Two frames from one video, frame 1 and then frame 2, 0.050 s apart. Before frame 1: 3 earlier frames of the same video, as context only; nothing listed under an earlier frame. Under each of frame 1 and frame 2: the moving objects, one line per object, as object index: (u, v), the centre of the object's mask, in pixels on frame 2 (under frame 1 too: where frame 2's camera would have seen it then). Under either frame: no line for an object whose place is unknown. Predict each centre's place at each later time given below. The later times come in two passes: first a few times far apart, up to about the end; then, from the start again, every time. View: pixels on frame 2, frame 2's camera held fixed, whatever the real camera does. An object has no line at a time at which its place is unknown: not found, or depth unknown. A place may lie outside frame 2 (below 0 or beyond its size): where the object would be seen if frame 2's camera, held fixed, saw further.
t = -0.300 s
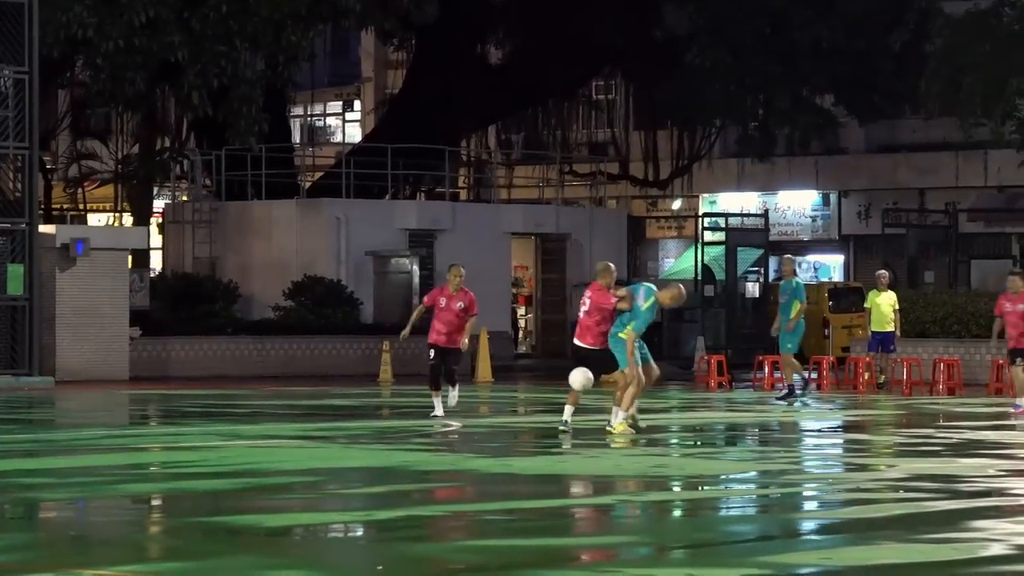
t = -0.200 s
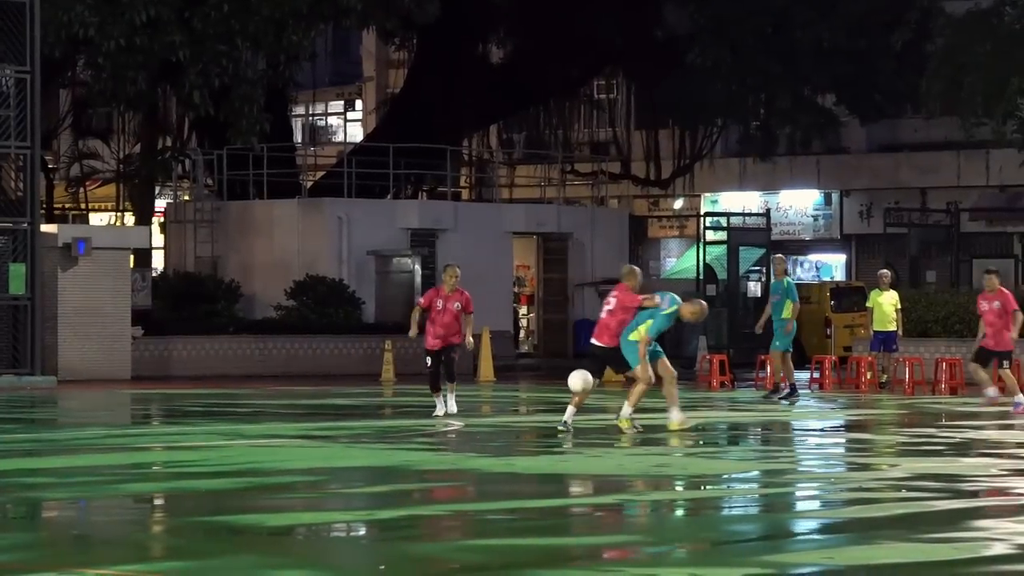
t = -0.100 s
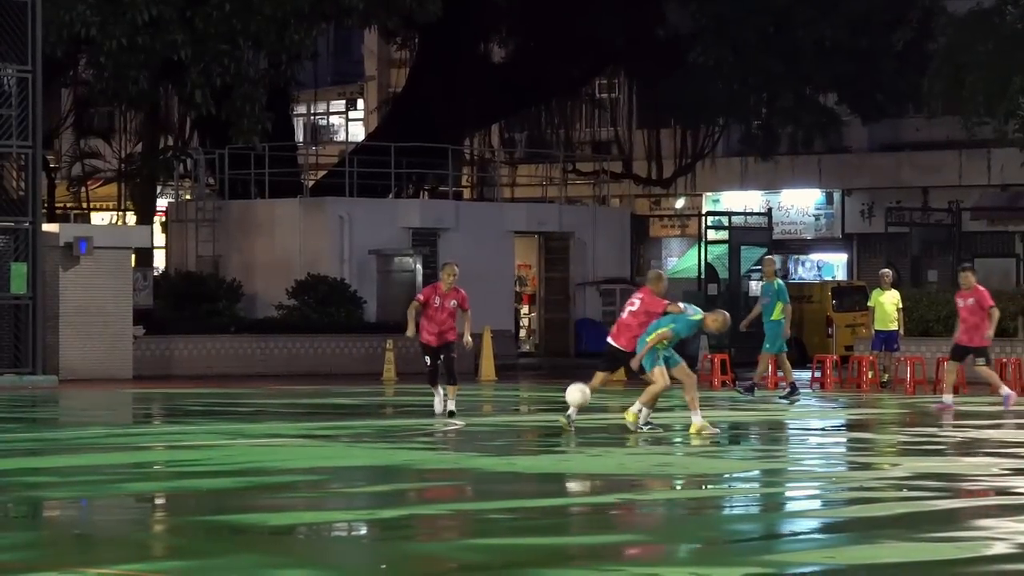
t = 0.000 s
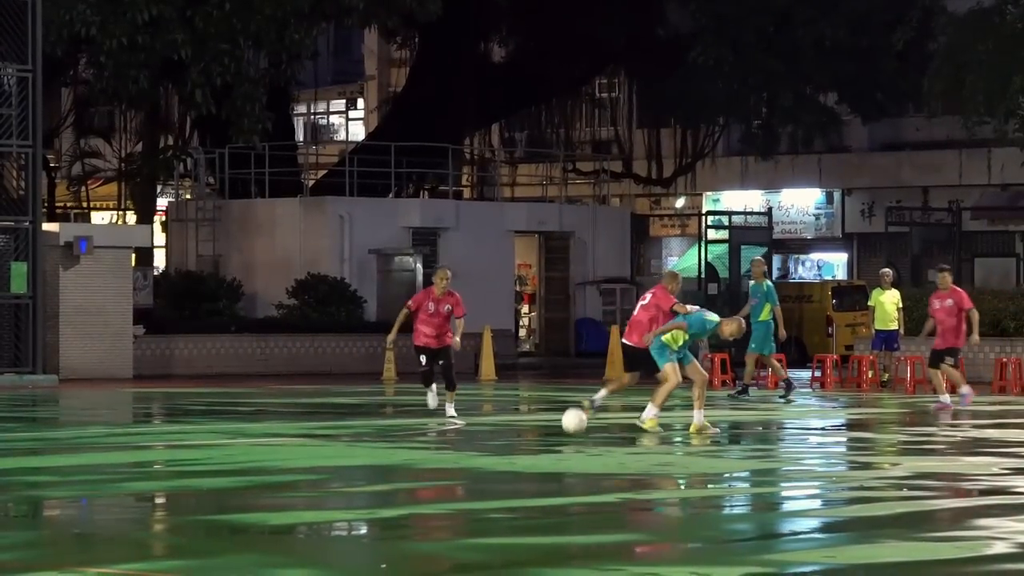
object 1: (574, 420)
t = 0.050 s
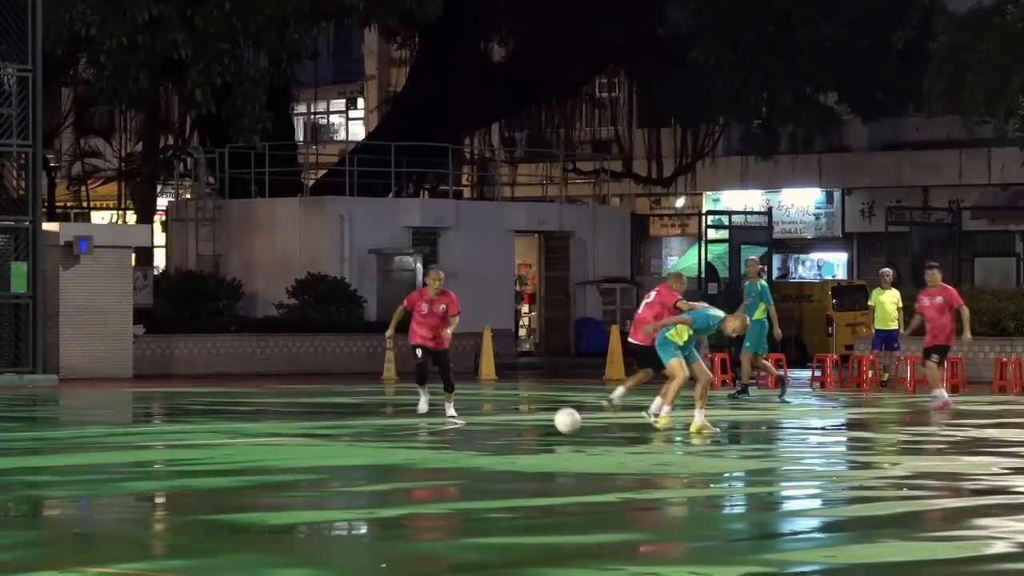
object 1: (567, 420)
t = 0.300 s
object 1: (513, 397)
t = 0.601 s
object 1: (445, 415)
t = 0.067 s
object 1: (564, 417)
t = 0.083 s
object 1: (560, 413)
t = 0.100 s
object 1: (556, 409)
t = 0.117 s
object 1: (552, 407)
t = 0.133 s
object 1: (549, 404)
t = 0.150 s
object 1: (545, 402)
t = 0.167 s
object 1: (542, 400)
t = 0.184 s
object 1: (538, 399)
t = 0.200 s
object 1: (535, 398)
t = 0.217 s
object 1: (531, 397)
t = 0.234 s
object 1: (527, 396)
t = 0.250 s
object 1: (524, 396)
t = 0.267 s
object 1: (520, 396)
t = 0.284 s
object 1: (516, 396)
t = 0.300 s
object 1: (513, 397)
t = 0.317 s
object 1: (509, 397)
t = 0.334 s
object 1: (505, 399)
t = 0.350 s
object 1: (501, 401)
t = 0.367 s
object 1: (498, 402)
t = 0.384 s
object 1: (494, 405)
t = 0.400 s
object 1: (490, 407)
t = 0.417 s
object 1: (486, 410)
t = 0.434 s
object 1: (483, 414)
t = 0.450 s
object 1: (479, 418)
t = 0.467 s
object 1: (475, 422)
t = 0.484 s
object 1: (471, 426)
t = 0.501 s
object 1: (467, 431)
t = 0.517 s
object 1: (464, 429)
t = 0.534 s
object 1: (460, 425)
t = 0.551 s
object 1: (456, 422)
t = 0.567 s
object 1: (452, 419)
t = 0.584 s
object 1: (449, 417)
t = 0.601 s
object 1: (445, 415)
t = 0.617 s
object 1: (441, 413)
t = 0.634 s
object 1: (437, 411)
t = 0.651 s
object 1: (433, 410)
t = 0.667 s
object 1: (430, 409)
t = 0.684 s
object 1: (426, 408)
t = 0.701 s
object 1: (422, 408)
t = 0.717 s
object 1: (418, 408)
